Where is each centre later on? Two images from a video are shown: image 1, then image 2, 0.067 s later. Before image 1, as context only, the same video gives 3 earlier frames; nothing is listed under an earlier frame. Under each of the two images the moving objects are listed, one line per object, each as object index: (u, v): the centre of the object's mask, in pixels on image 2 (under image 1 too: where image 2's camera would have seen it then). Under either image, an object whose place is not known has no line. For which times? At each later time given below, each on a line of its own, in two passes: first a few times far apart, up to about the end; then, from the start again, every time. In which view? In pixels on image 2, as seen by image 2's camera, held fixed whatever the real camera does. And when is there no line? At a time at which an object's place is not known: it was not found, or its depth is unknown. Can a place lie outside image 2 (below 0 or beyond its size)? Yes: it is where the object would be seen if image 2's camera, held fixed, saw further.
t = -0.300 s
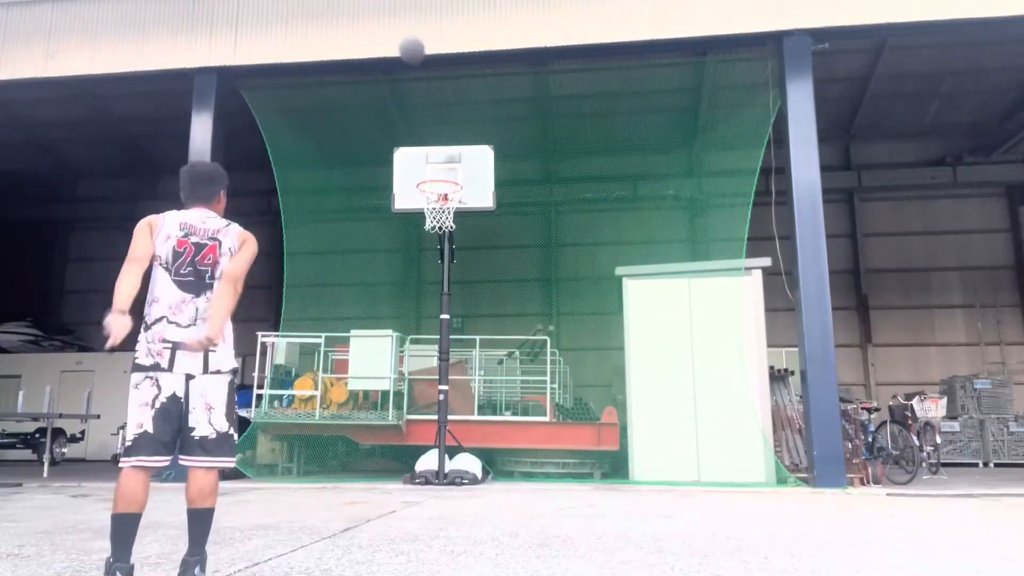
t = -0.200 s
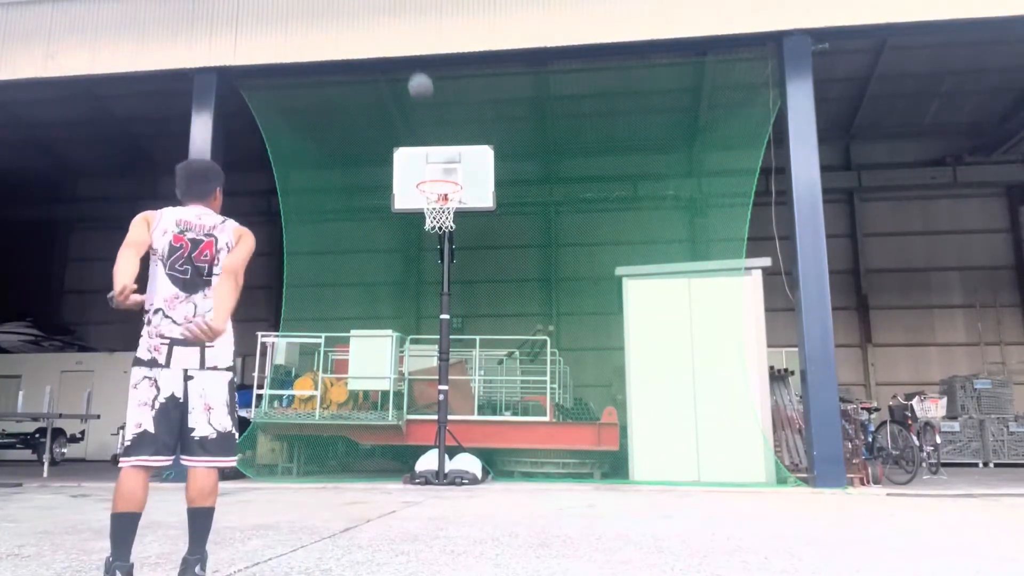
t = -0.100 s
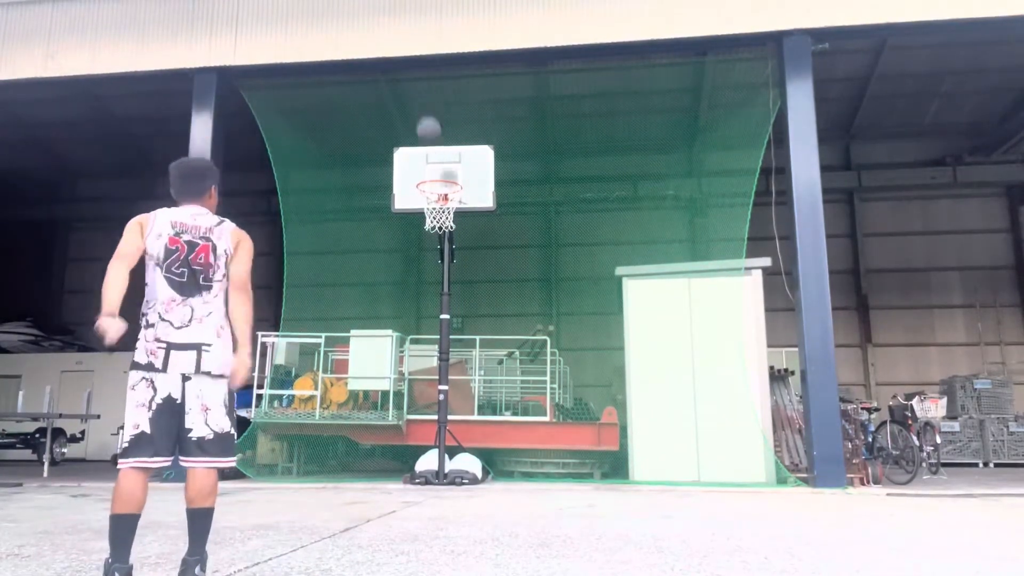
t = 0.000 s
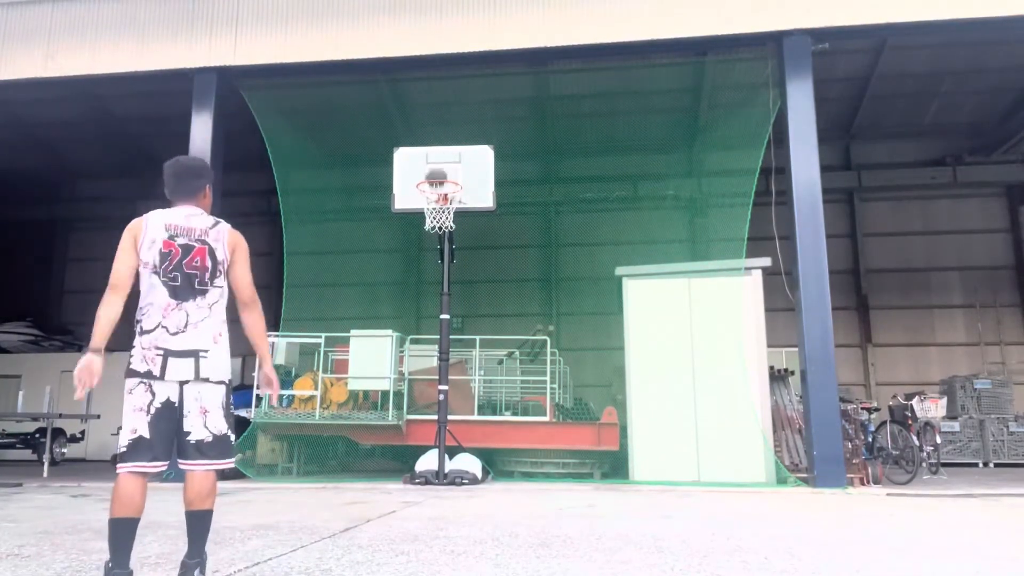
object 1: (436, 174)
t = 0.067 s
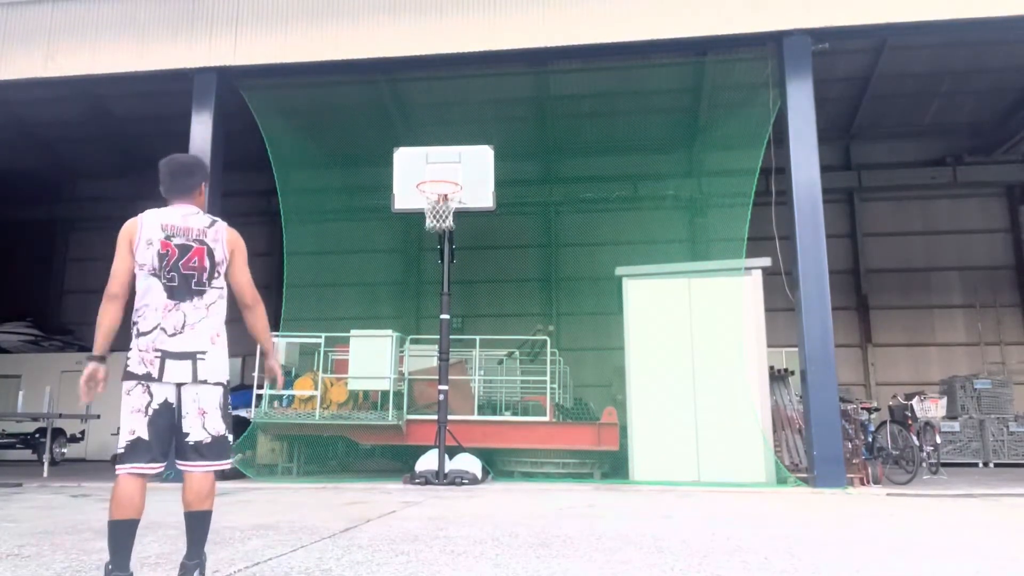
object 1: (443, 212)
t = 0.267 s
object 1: (446, 245)
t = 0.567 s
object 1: (460, 346)
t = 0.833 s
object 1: (471, 469)
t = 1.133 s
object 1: (484, 373)
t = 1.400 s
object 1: (496, 361)
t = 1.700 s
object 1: (511, 445)
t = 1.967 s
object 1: (528, 441)
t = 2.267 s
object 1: (551, 430)
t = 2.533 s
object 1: (576, 502)
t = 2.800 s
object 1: (602, 469)
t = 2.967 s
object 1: (622, 508)
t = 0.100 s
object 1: (441, 216)
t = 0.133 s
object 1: (443, 219)
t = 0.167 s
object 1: (444, 225)
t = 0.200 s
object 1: (445, 230)
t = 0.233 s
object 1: (446, 237)
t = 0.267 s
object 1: (446, 245)
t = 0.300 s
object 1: (447, 253)
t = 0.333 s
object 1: (449, 263)
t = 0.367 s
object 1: (449, 272)
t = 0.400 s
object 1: (451, 281)
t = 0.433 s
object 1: (452, 291)
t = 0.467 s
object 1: (454, 302)
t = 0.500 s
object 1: (456, 315)
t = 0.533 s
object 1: (457, 330)
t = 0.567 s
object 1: (460, 346)
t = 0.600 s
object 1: (460, 359)
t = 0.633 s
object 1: (463, 376)
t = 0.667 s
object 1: (463, 394)
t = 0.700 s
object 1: (466, 418)
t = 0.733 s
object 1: (467, 441)
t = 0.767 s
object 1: (468, 459)
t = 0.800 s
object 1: (470, 482)
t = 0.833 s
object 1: (471, 469)
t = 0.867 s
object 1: (473, 453)
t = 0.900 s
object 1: (474, 440)
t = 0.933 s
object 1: (476, 427)
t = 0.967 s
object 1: (477, 415)
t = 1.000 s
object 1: (479, 404)
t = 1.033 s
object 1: (479, 395)
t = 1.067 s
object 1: (481, 386)
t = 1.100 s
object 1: (484, 378)
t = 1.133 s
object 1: (484, 373)
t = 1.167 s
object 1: (486, 367)
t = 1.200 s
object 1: (486, 364)
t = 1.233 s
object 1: (488, 360)
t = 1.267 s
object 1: (490, 358)
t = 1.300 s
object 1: (491, 357)
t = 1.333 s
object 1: (492, 357)
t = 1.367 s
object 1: (494, 359)
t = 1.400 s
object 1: (496, 361)
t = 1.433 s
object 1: (497, 364)
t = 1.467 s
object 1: (497, 368)
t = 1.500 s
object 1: (498, 372)
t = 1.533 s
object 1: (502, 381)
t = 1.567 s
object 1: (503, 395)
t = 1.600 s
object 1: (507, 404)
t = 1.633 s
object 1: (508, 415)
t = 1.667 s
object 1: (509, 430)
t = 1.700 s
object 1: (511, 445)
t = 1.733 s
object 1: (514, 462)
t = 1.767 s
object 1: (515, 479)
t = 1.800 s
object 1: (517, 496)
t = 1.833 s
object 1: (520, 482)
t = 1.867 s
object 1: (522, 470)
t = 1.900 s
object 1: (524, 460)
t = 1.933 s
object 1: (525, 453)
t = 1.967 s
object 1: (528, 441)
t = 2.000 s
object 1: (531, 435)
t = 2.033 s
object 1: (533, 429)
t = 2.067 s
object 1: (536, 425)
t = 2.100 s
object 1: (538, 422)
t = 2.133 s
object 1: (540, 421)
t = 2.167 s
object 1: (543, 421)
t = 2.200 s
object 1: (546, 422)
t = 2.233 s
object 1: (548, 425)
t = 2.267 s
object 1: (551, 430)
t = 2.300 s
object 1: (554, 436)
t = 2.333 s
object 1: (557, 444)
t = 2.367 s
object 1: (561, 454)
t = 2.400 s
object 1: (563, 465)
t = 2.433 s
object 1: (567, 477)
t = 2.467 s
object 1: (570, 493)
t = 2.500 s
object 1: (574, 510)
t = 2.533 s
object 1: (576, 502)
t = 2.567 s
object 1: (580, 491)
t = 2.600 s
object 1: (582, 483)
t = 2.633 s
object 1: (586, 476)
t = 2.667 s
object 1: (588, 472)
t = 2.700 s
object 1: (592, 468)
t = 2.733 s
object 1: (595, 467)
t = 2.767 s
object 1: (598, 467)
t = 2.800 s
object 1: (602, 469)
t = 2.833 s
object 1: (605, 472)
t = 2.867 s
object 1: (608, 478)
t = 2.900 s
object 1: (612, 486)
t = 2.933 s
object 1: (617, 495)
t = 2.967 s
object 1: (622, 508)
